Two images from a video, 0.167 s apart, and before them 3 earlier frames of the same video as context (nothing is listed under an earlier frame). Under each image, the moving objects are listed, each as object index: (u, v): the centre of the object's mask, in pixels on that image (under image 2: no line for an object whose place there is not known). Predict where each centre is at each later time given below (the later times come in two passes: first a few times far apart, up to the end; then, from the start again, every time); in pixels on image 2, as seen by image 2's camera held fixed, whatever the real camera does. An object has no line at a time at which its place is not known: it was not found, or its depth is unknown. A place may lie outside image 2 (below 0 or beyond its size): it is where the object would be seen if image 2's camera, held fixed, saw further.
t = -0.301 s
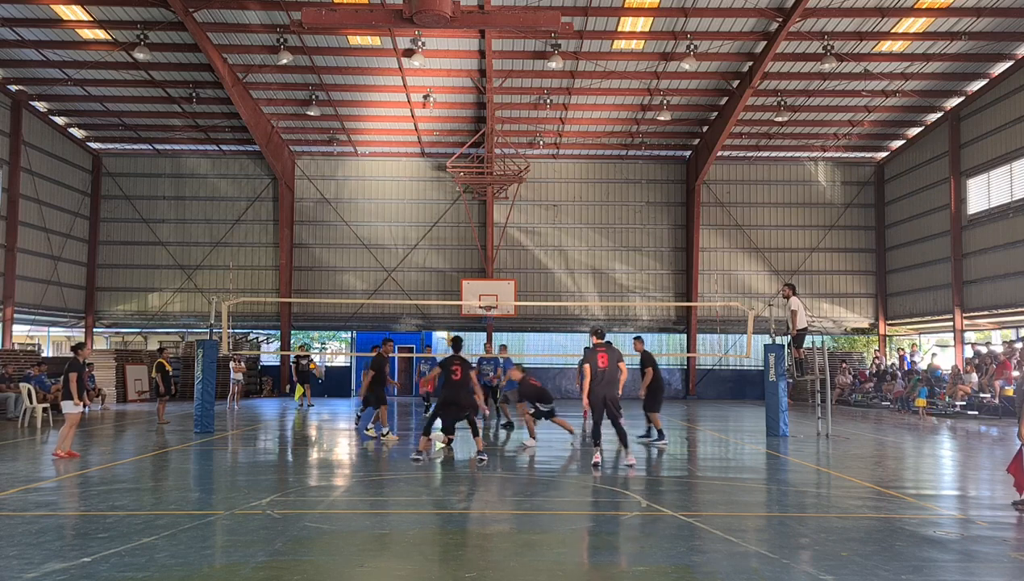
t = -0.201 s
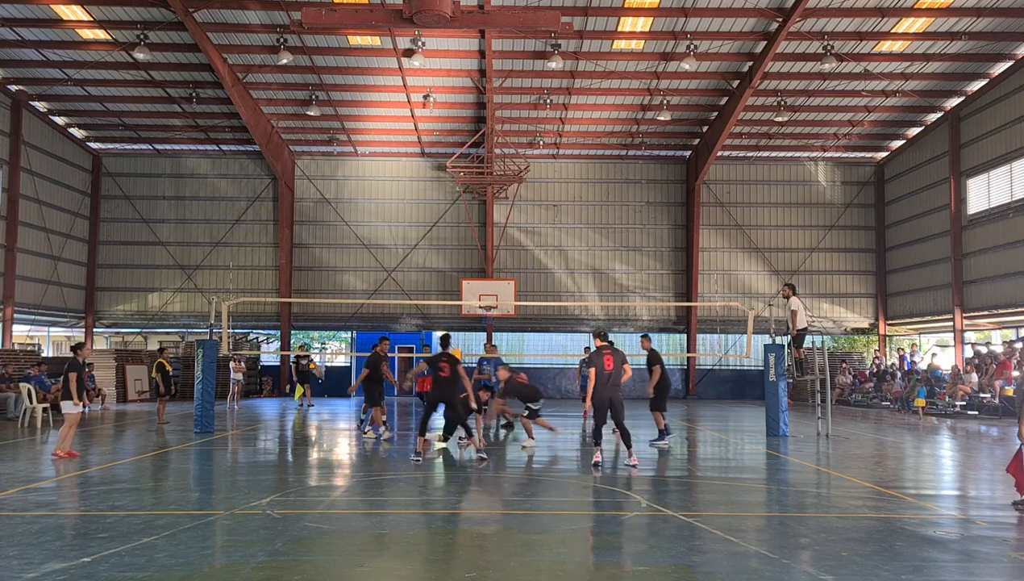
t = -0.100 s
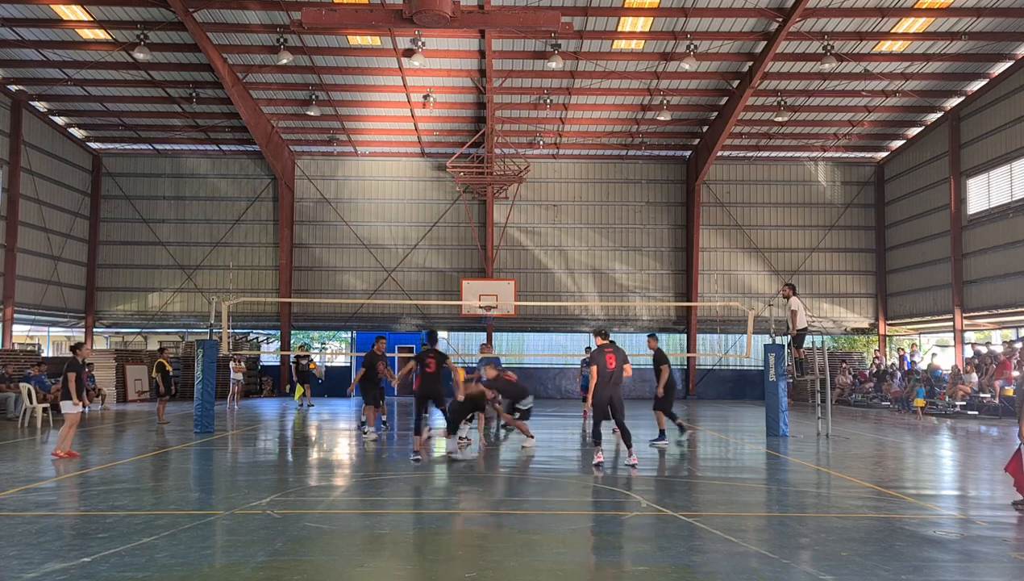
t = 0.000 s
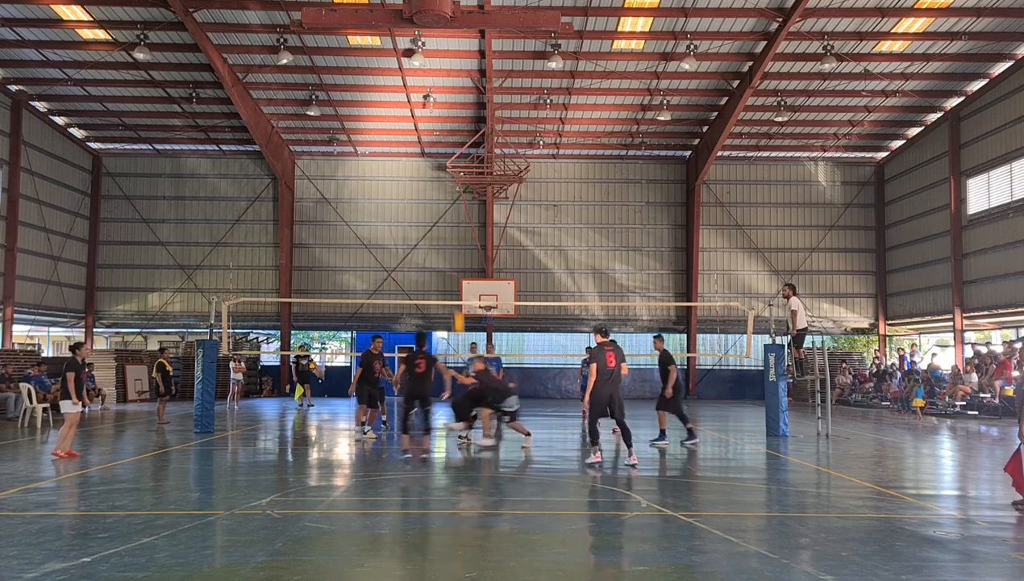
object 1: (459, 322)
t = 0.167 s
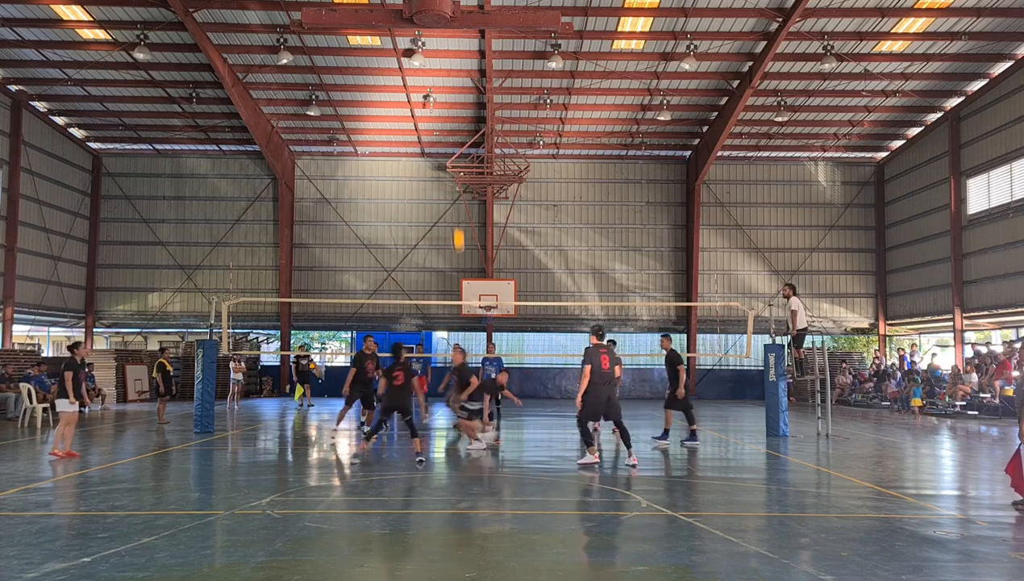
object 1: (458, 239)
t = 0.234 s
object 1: (458, 212)
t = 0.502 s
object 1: (458, 126)
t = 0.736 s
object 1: (458, 90)
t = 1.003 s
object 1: (457, 92)
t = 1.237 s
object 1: (455, 138)
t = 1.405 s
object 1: (455, 195)
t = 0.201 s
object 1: (458, 225)
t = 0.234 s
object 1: (458, 212)
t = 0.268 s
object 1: (458, 198)
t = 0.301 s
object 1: (458, 185)
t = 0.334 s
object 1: (458, 174)
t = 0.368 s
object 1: (457, 163)
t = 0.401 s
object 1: (457, 152)
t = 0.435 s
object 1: (458, 142)
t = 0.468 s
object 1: (458, 133)
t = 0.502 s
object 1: (458, 126)
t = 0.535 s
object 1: (458, 120)
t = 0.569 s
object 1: (458, 111)
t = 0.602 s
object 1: (457, 104)
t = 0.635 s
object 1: (457, 100)
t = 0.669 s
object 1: (457, 96)
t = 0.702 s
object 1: (458, 92)
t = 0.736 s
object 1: (458, 90)
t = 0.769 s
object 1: (457, 87)
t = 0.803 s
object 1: (457, 86)
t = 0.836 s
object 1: (457, 85)
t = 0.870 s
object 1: (457, 85)
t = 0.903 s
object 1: (457, 84)
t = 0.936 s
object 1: (456, 85)
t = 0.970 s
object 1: (457, 90)
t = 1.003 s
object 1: (457, 92)
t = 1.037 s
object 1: (457, 96)
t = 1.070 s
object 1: (457, 101)
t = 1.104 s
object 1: (456, 108)
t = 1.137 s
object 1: (456, 113)
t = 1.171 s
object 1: (456, 121)
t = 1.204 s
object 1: (455, 129)
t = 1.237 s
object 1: (455, 138)
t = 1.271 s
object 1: (455, 147)
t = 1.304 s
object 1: (456, 157)
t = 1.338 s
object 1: (455, 170)
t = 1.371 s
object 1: (455, 183)
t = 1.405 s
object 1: (455, 195)
